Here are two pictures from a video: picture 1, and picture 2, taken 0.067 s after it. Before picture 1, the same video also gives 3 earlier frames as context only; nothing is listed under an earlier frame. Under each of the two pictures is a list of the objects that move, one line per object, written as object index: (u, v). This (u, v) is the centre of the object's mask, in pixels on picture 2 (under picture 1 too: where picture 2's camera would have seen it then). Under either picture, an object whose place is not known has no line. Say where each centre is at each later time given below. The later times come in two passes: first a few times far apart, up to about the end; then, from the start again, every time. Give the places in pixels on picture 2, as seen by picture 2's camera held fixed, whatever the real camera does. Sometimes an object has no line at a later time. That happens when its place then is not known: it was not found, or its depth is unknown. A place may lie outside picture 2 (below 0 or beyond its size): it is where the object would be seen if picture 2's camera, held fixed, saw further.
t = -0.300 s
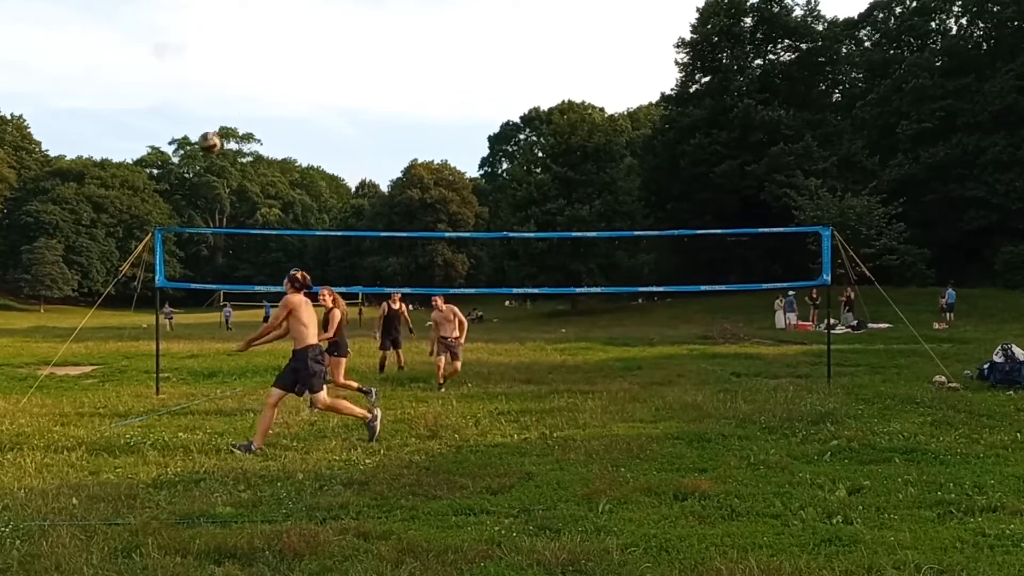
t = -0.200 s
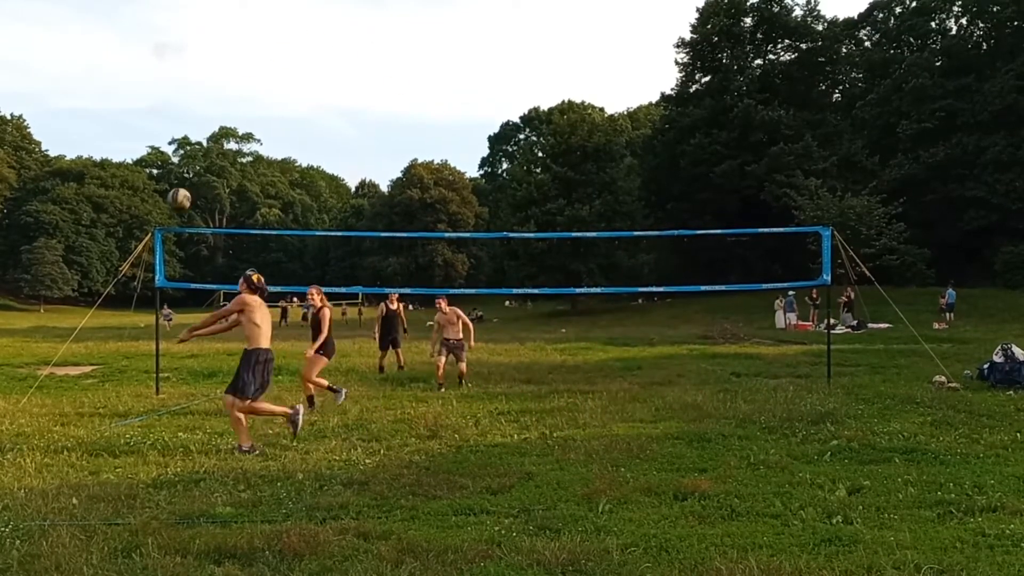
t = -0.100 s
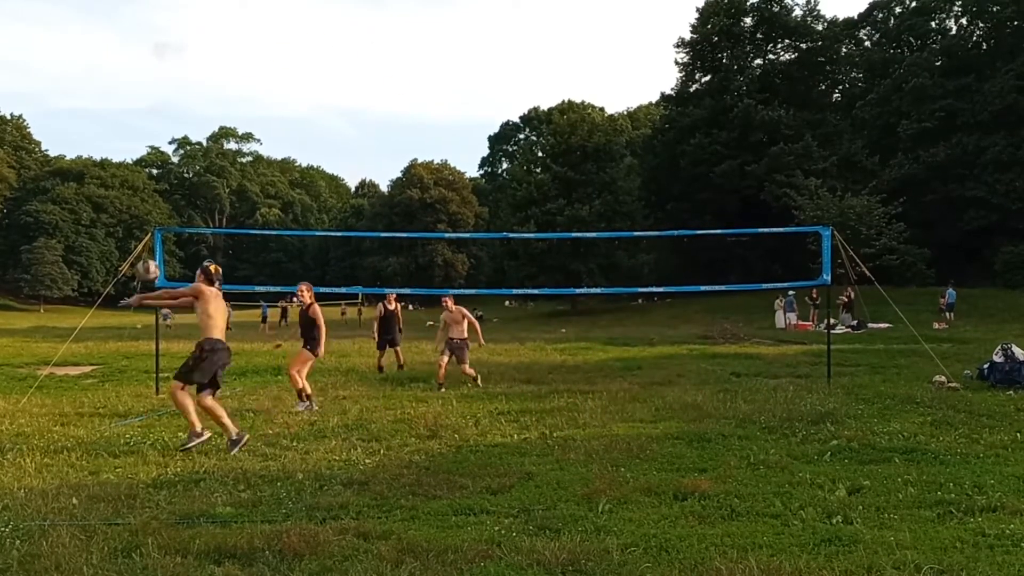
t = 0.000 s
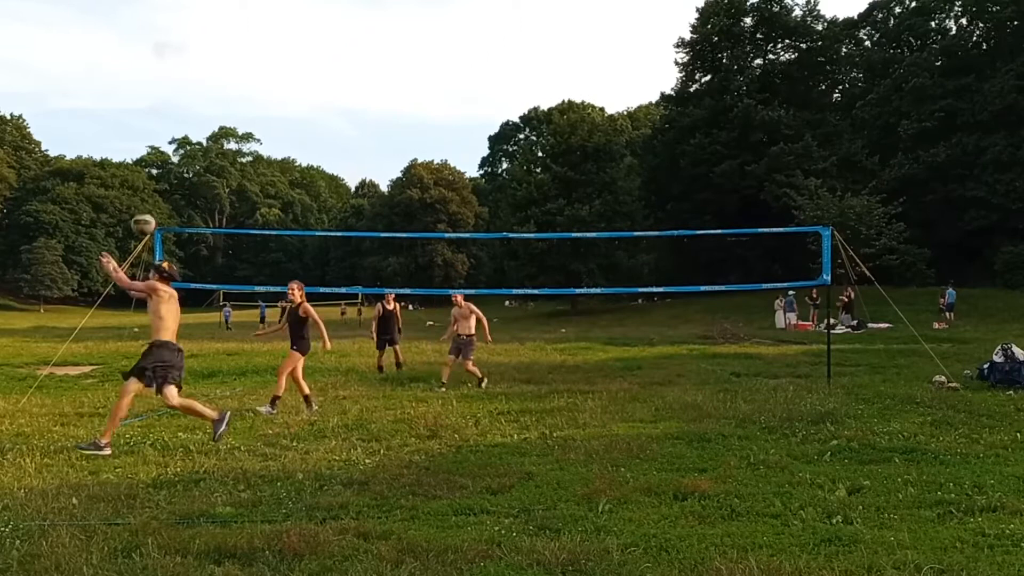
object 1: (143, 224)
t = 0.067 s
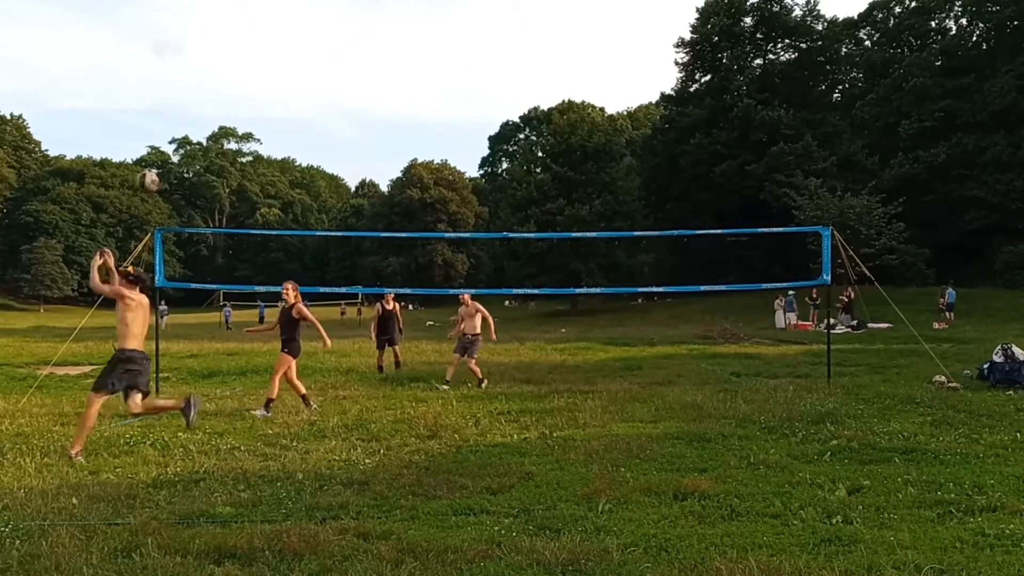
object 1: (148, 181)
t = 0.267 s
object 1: (159, 90)
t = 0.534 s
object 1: (177, 36)
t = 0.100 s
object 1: (149, 163)
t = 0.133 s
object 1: (150, 146)
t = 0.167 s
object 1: (152, 130)
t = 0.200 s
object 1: (155, 115)
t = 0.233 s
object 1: (157, 102)
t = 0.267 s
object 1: (159, 90)
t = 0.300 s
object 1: (161, 79)
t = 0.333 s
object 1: (163, 70)
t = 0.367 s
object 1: (165, 61)
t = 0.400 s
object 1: (168, 54)
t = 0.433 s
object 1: (170, 48)
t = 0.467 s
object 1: (172, 43)
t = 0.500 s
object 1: (175, 39)
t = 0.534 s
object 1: (177, 36)
